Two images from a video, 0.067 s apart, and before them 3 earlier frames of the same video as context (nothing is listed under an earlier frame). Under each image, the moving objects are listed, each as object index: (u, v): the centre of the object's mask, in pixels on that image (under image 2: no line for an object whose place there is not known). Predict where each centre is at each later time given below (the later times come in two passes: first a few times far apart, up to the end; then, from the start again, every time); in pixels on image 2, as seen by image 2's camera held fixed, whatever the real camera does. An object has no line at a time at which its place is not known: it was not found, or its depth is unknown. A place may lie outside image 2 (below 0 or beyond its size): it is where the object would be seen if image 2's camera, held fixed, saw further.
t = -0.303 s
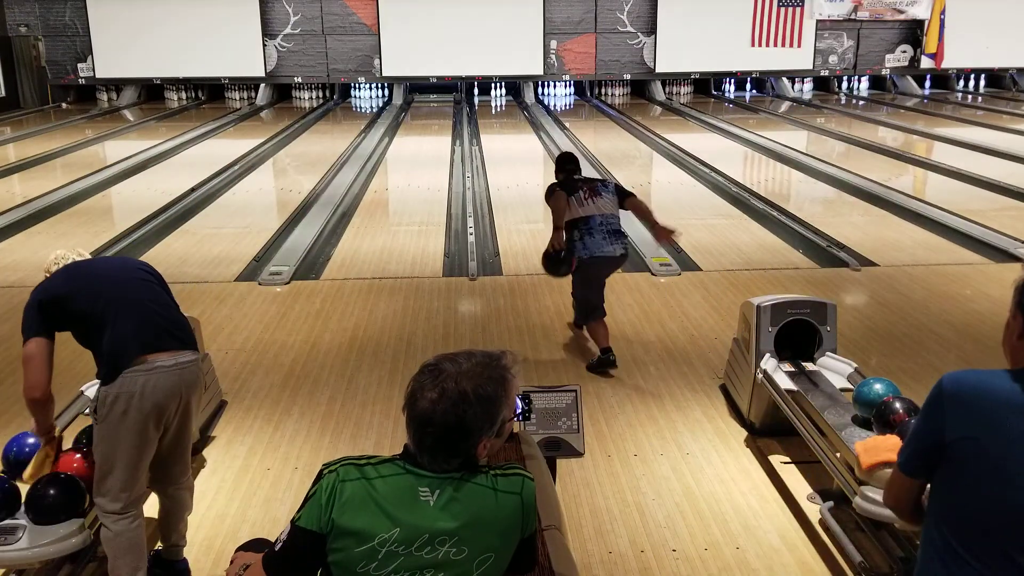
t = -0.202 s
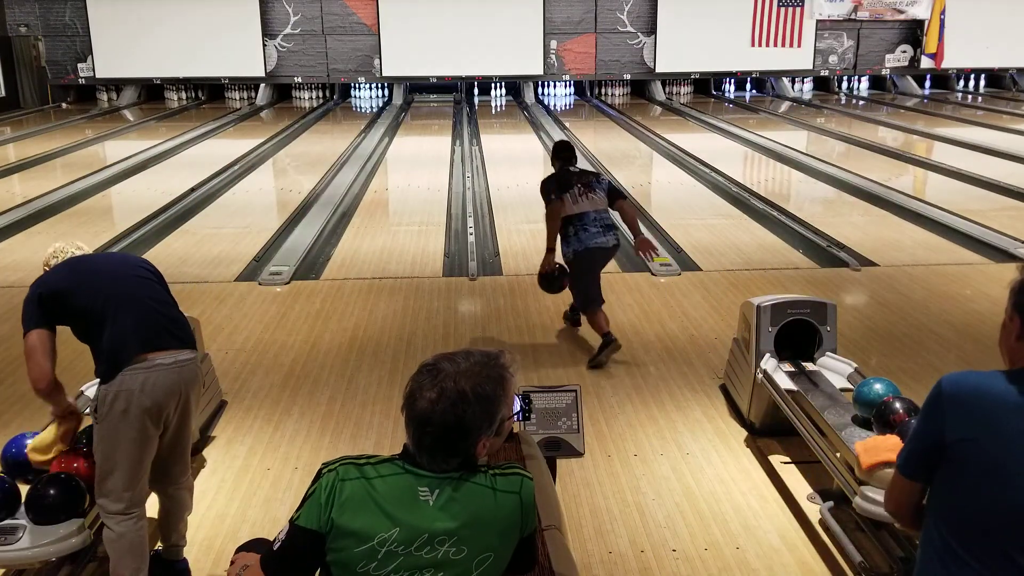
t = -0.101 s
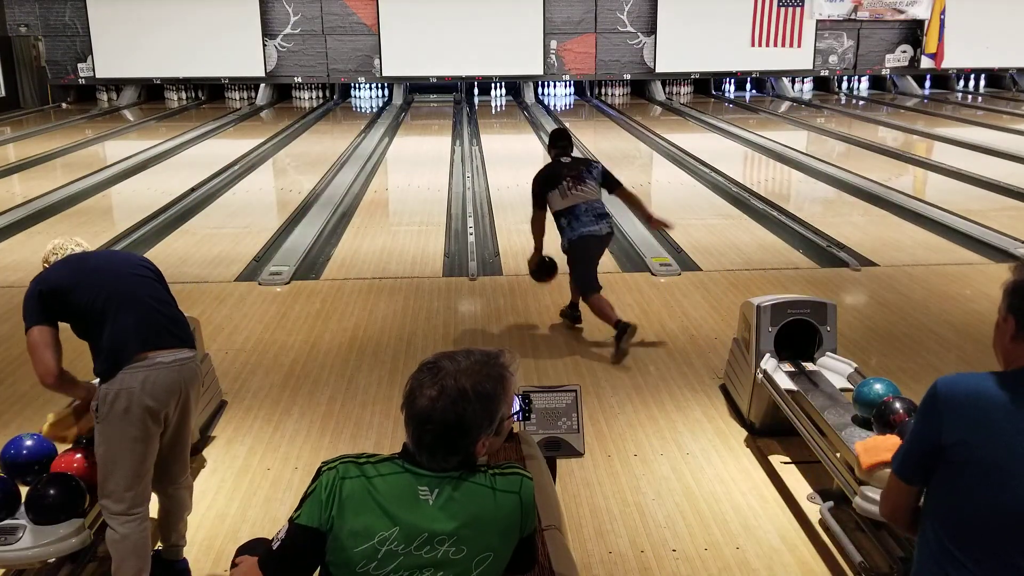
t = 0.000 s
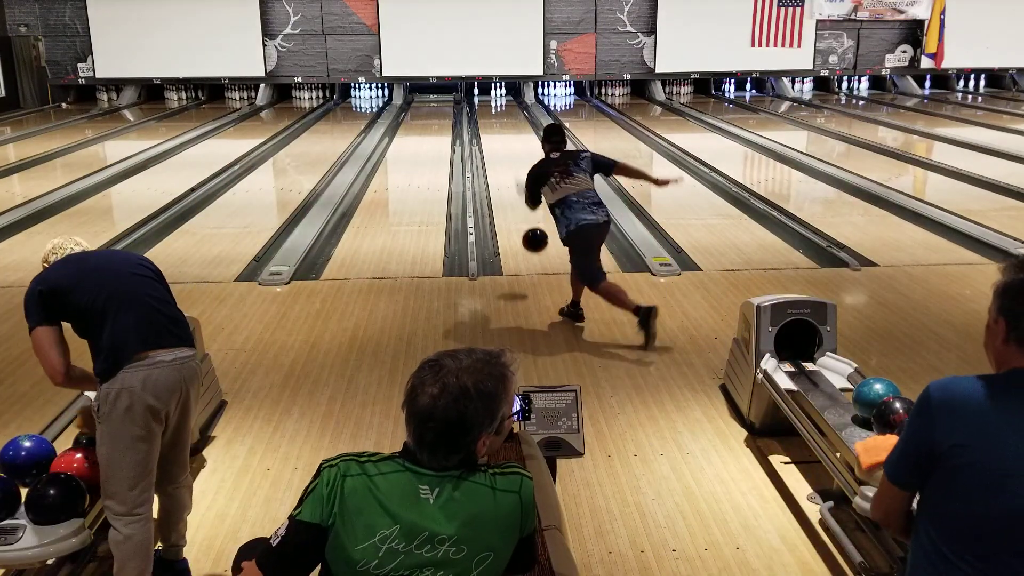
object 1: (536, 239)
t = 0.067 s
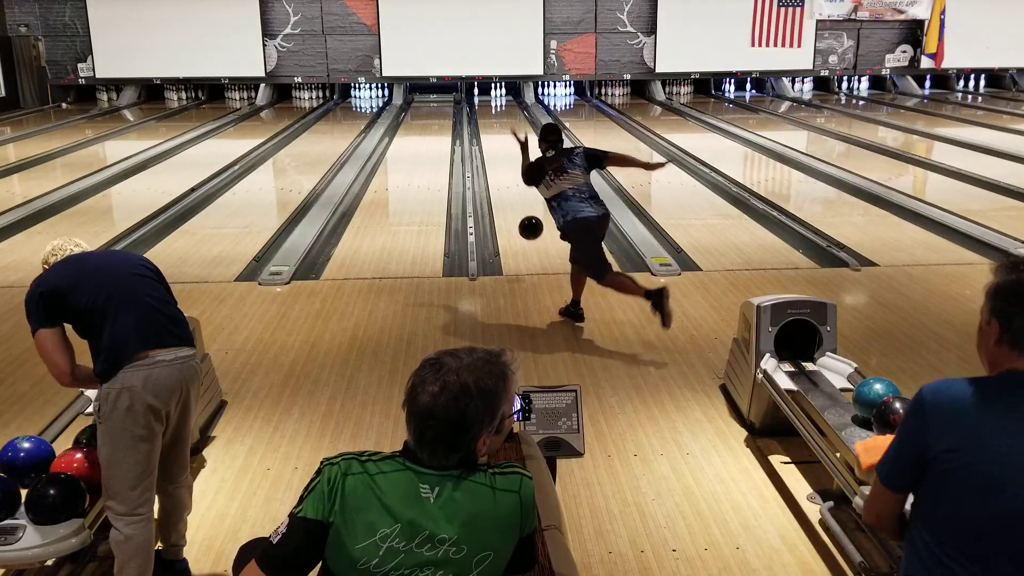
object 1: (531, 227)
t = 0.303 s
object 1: (519, 227)
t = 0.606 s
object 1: (509, 191)
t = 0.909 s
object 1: (502, 165)
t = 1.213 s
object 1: (498, 146)
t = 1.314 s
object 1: (497, 141)
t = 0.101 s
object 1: (528, 222)
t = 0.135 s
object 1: (527, 220)
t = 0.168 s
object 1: (525, 219)
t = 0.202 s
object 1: (523, 219)
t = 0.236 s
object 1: (522, 220)
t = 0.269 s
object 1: (520, 223)
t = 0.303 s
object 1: (519, 227)
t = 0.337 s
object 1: (518, 222)
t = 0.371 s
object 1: (516, 218)
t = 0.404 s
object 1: (515, 214)
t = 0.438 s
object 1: (509, 209)
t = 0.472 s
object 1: (509, 206)
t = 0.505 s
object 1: (510, 202)
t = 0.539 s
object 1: (510, 198)
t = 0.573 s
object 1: (510, 194)
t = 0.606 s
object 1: (509, 191)
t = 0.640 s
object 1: (508, 188)
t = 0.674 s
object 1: (507, 185)
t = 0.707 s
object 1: (506, 181)
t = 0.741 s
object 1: (506, 178)
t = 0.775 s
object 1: (505, 175)
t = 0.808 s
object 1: (504, 173)
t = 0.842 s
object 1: (504, 170)
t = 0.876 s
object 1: (503, 167)
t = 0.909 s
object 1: (502, 165)
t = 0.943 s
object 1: (502, 163)
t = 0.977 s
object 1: (501, 160)
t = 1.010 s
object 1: (501, 158)
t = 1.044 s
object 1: (500, 156)
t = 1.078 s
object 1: (500, 154)
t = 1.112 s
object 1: (499, 152)
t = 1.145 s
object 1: (499, 150)
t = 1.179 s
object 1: (498, 148)
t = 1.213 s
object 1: (498, 146)
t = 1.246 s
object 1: (497, 144)
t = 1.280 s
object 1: (497, 142)
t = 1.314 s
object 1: (497, 141)
